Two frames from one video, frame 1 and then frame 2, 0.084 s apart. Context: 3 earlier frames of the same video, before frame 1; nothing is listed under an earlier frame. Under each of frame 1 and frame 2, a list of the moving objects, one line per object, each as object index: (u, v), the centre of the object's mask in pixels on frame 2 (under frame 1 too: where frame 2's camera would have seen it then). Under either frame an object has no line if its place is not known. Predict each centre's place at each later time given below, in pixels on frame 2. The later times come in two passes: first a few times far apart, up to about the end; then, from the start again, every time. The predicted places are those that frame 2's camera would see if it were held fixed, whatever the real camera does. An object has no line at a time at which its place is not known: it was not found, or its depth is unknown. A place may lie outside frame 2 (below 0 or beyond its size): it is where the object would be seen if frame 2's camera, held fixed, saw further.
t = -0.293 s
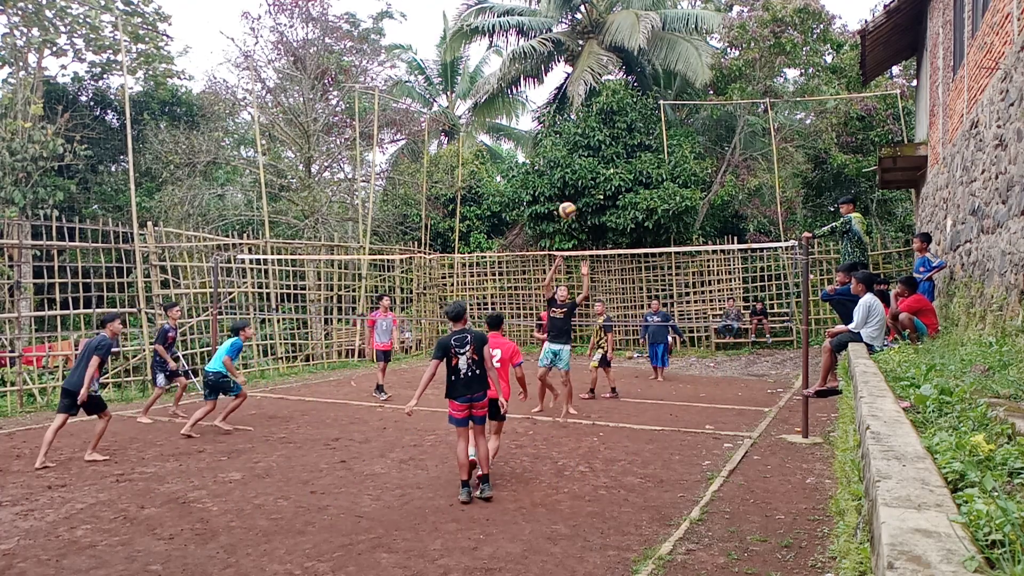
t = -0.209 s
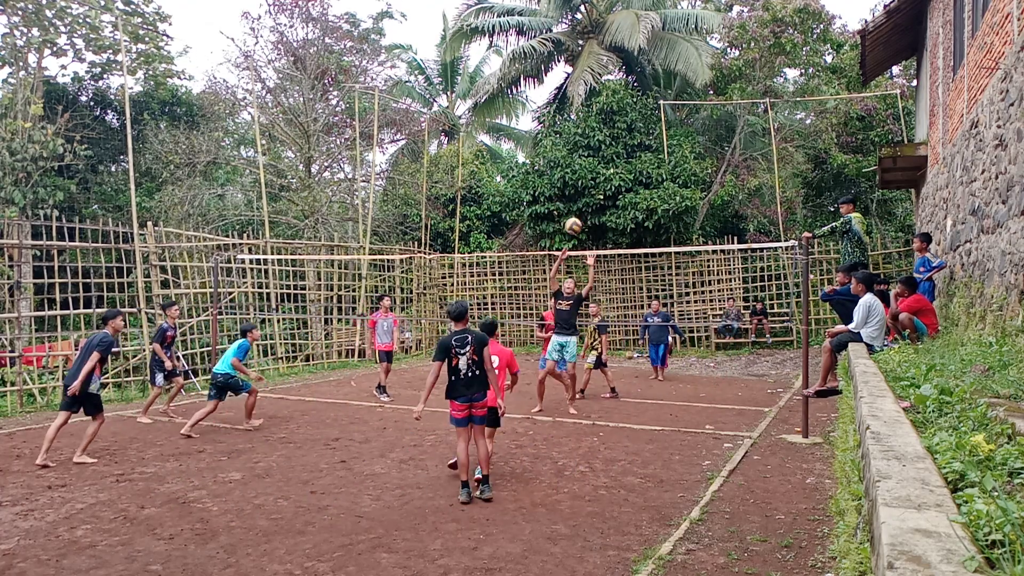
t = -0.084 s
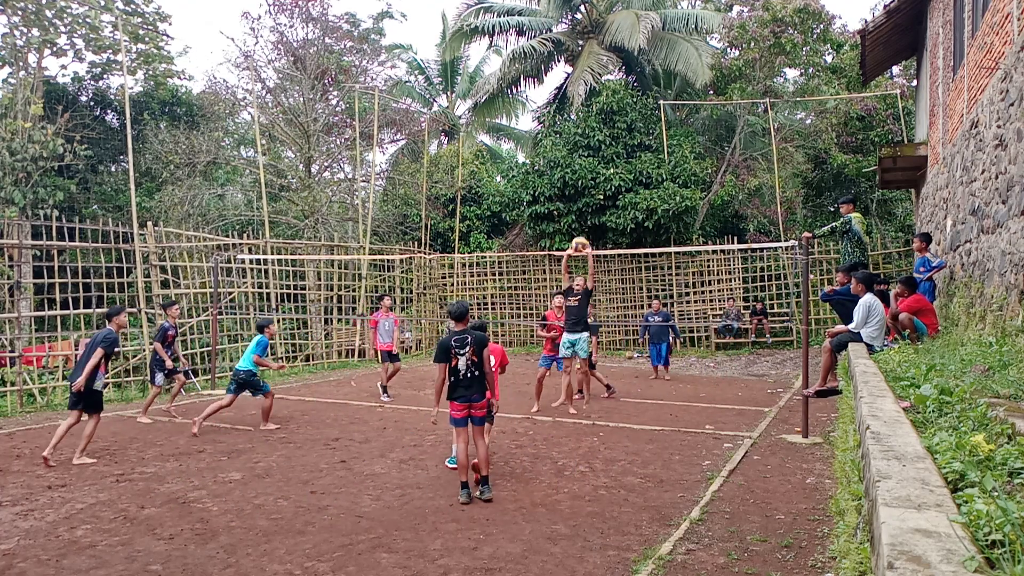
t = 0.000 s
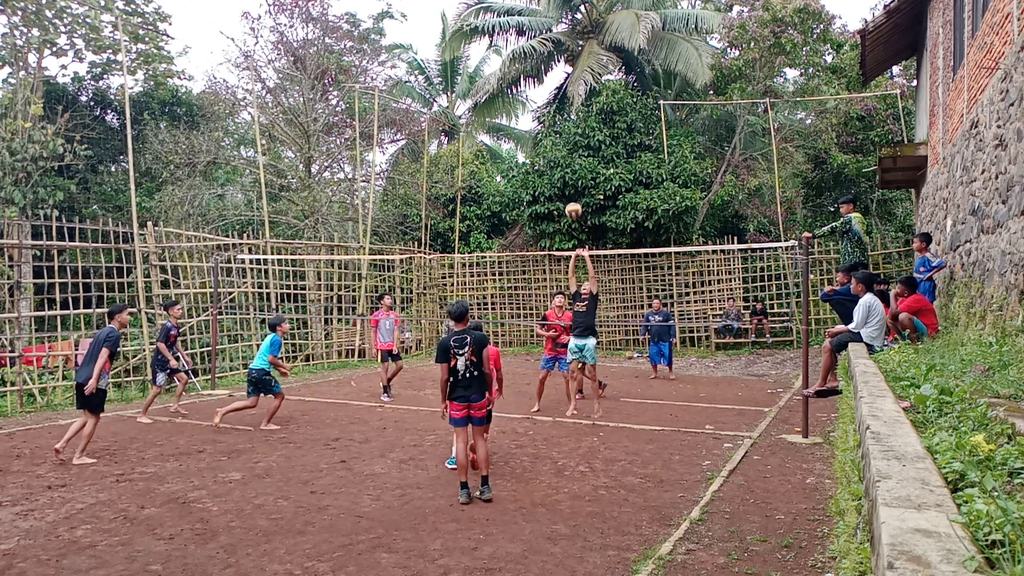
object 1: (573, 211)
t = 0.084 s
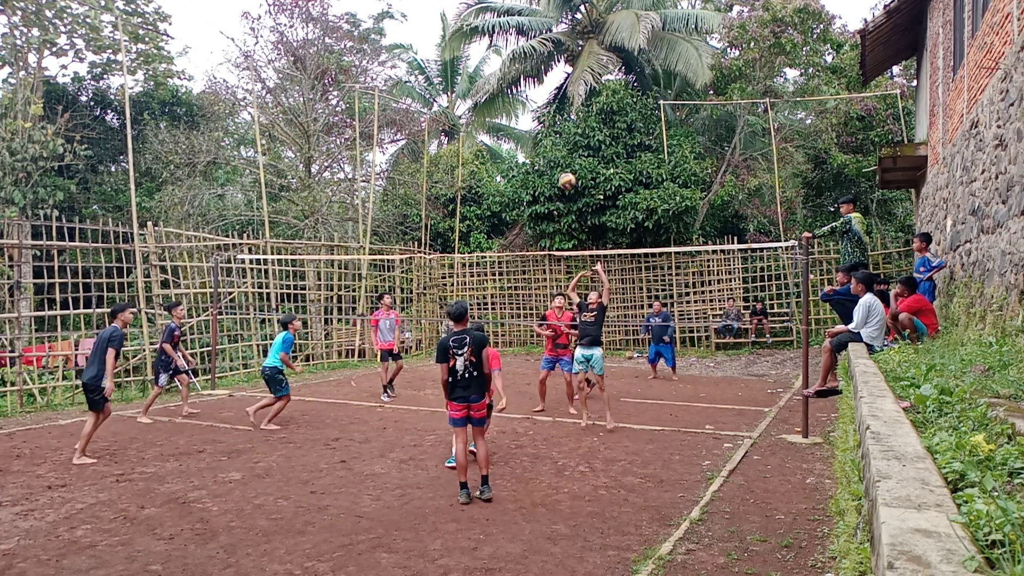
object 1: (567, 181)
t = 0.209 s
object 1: (557, 146)
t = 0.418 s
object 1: (539, 114)
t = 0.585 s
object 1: (525, 111)
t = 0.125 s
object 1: (563, 168)
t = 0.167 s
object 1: (561, 156)
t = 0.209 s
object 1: (557, 146)
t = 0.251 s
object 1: (554, 137)
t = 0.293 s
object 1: (551, 129)
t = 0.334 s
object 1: (547, 122)
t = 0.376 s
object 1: (543, 117)
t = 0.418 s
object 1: (539, 114)
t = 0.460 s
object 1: (536, 111)
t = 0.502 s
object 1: (532, 110)
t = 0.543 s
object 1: (529, 110)
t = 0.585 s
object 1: (525, 111)
